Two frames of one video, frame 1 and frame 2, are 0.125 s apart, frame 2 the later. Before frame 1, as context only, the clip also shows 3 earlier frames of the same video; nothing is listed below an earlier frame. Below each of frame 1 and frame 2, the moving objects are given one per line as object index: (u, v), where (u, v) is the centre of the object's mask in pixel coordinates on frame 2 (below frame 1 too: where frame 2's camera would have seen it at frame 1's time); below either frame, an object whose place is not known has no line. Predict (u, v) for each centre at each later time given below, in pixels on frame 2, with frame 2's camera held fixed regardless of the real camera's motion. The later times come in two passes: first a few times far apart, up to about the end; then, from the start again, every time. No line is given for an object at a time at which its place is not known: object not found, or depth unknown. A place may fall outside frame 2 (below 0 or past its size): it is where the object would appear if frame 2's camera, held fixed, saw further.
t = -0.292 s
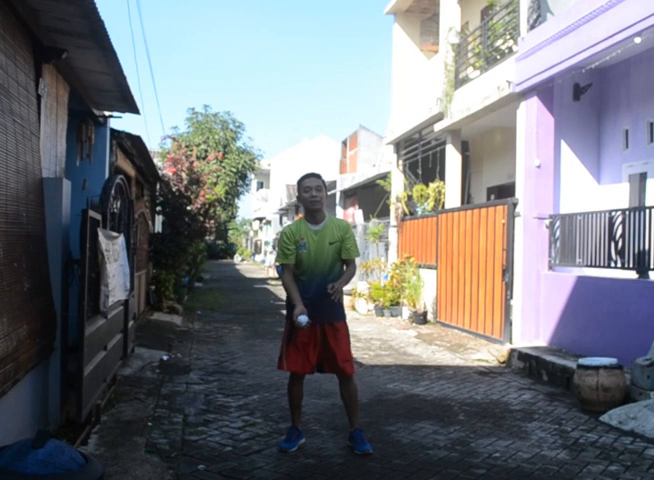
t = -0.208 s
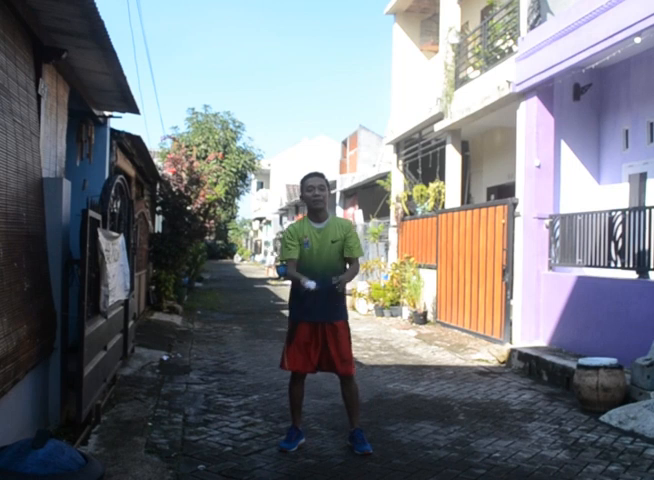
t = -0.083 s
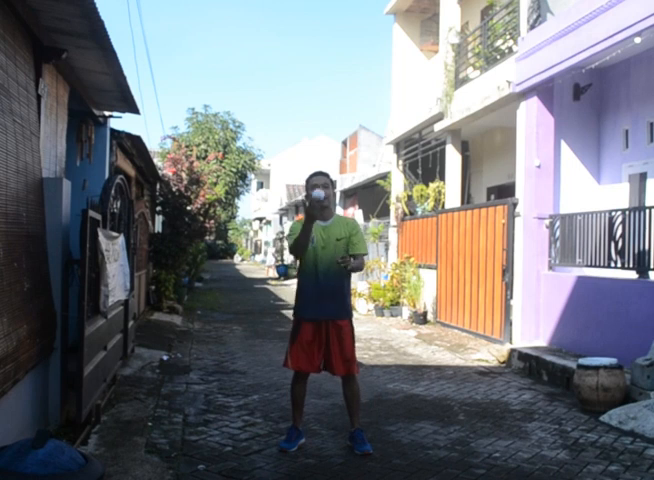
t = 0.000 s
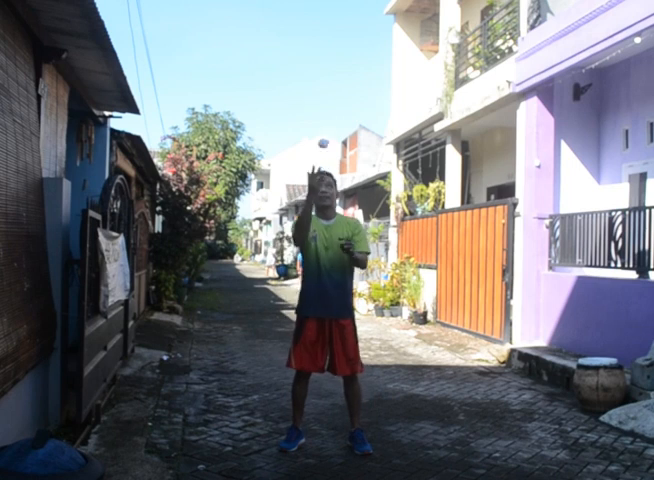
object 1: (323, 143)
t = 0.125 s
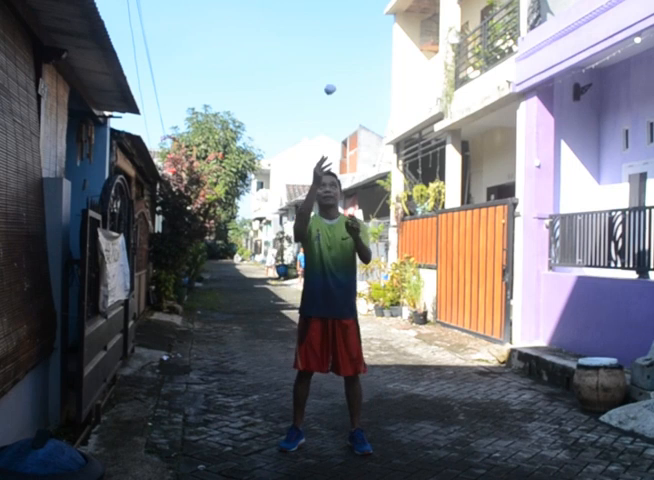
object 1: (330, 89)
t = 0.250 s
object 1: (335, 62)
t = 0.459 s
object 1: (342, 76)
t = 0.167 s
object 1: (331, 77)
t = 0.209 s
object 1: (333, 68)
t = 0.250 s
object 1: (335, 62)
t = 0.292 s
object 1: (337, 59)
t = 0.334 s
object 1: (338, 59)
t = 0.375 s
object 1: (340, 62)
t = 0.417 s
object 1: (341, 67)
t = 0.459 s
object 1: (342, 76)
